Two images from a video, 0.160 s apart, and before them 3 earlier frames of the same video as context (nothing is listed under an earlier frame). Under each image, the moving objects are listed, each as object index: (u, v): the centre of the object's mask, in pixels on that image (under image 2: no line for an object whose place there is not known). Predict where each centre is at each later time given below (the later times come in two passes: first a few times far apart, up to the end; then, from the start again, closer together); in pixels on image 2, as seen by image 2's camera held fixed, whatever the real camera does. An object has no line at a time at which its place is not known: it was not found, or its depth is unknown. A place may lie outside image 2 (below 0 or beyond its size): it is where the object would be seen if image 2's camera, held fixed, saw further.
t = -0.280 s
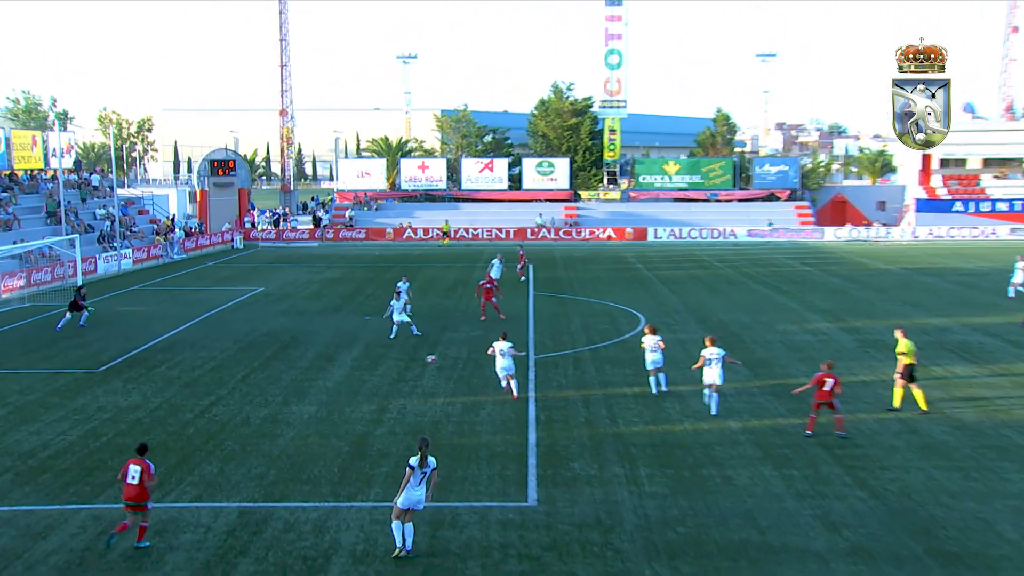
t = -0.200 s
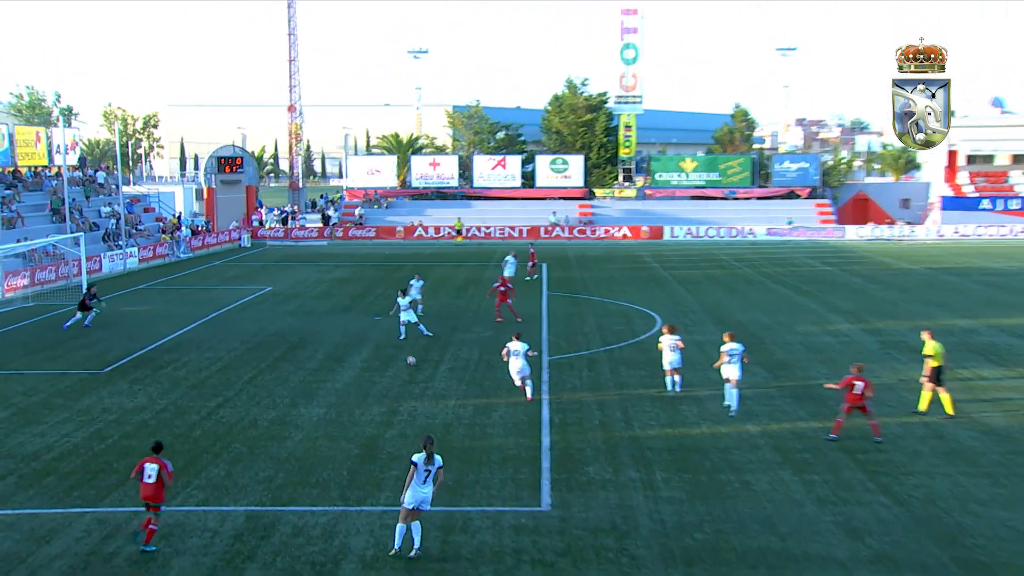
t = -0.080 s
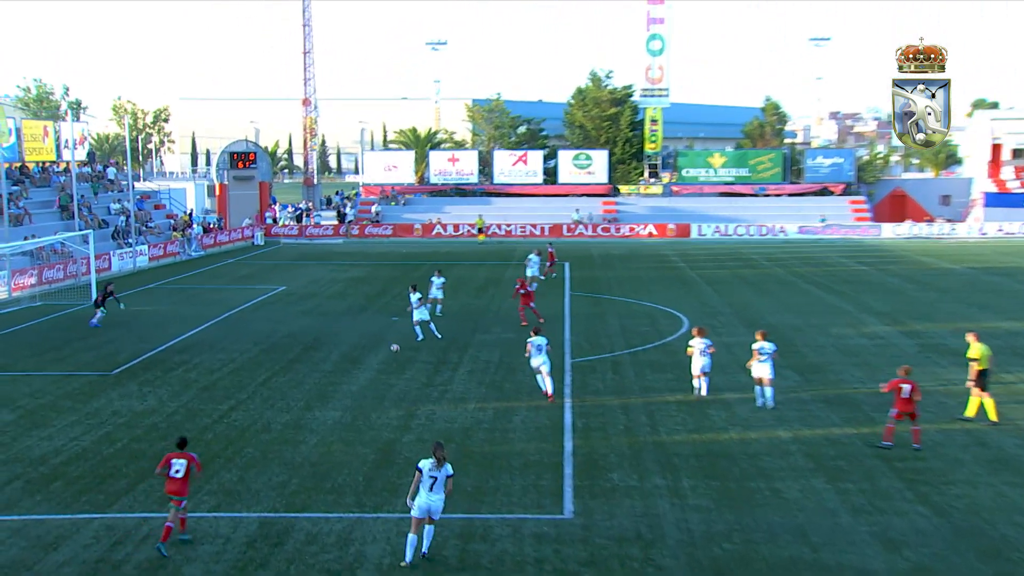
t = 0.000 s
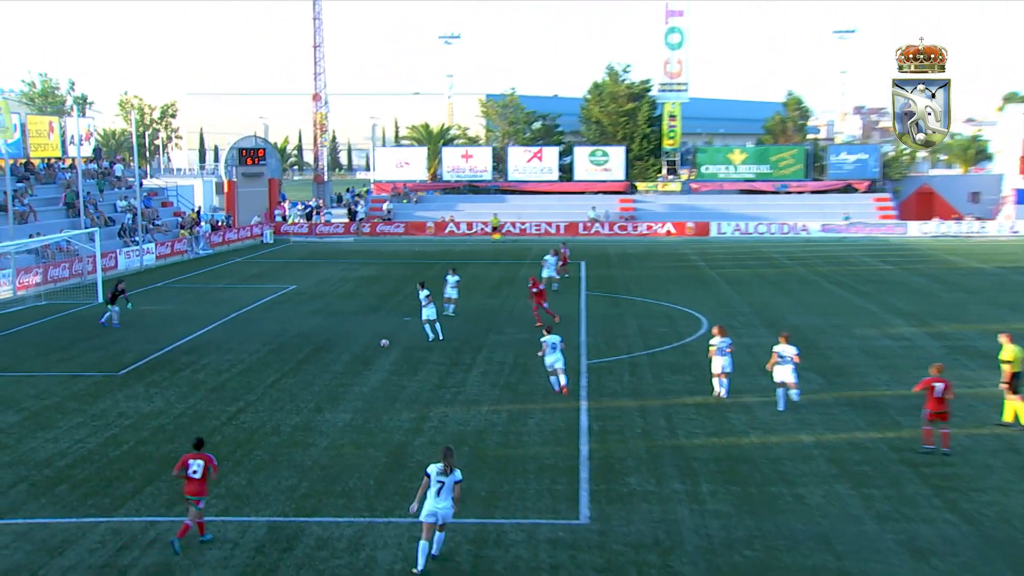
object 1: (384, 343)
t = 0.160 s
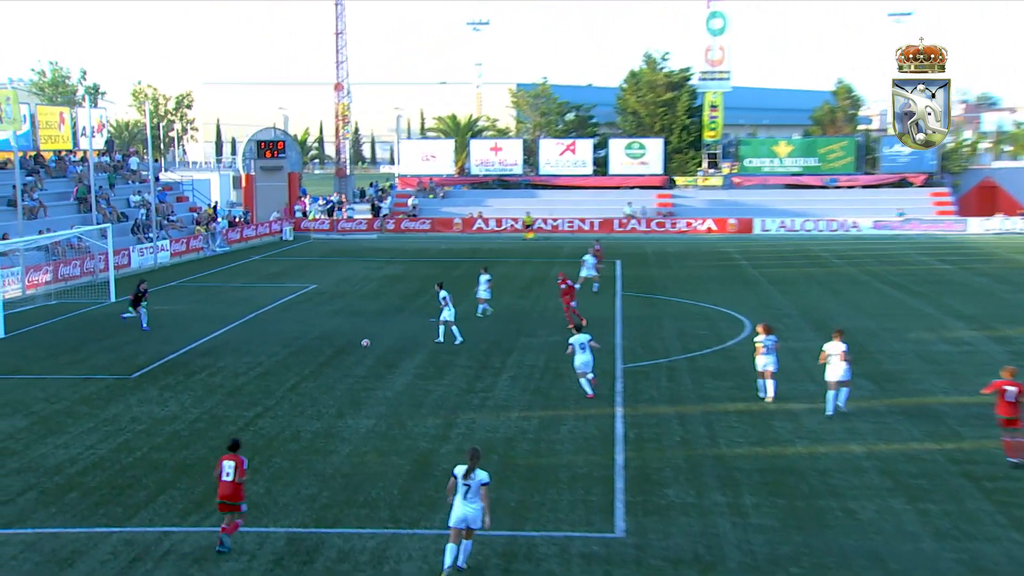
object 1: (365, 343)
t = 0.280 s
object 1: (337, 345)
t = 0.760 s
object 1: (254, 333)
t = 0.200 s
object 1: (355, 345)
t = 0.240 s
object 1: (345, 347)
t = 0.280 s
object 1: (337, 345)
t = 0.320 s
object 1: (330, 342)
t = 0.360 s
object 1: (323, 339)
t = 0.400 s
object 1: (317, 338)
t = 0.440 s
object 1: (310, 336)
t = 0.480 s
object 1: (303, 336)
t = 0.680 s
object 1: (269, 335)
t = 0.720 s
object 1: (262, 333)
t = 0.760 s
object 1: (254, 333)
